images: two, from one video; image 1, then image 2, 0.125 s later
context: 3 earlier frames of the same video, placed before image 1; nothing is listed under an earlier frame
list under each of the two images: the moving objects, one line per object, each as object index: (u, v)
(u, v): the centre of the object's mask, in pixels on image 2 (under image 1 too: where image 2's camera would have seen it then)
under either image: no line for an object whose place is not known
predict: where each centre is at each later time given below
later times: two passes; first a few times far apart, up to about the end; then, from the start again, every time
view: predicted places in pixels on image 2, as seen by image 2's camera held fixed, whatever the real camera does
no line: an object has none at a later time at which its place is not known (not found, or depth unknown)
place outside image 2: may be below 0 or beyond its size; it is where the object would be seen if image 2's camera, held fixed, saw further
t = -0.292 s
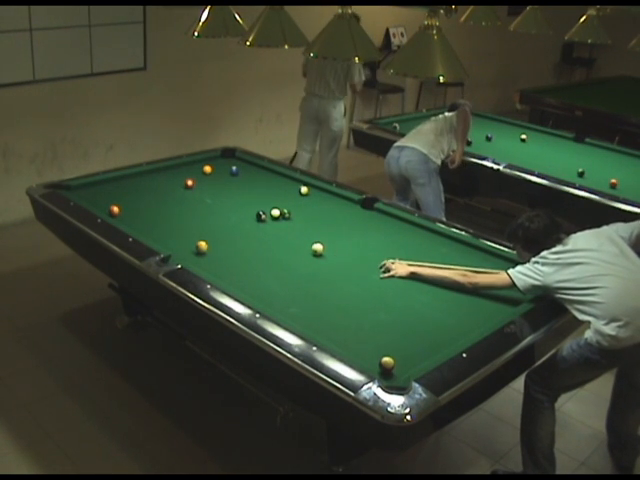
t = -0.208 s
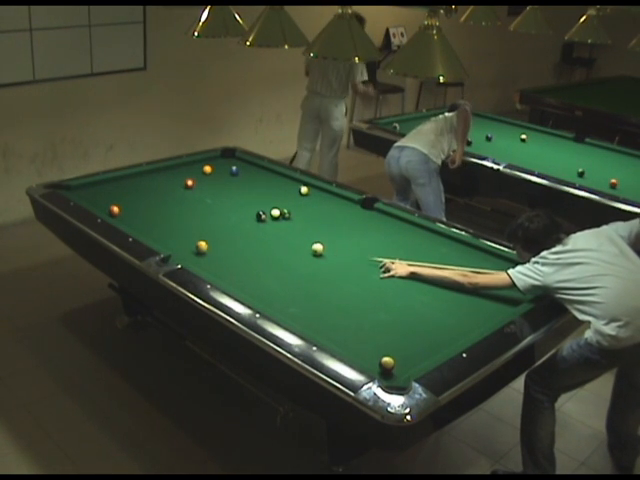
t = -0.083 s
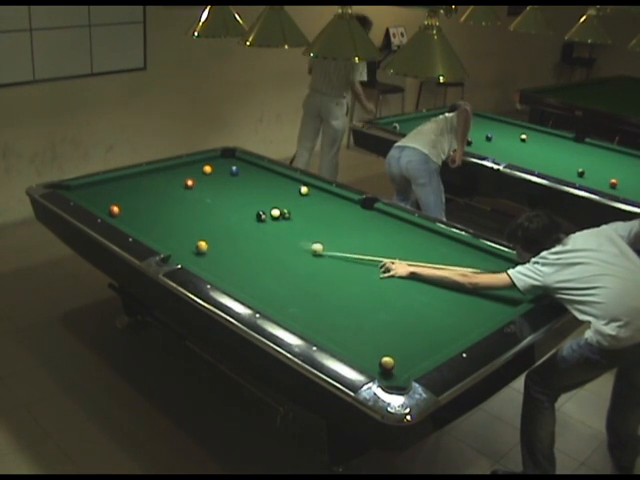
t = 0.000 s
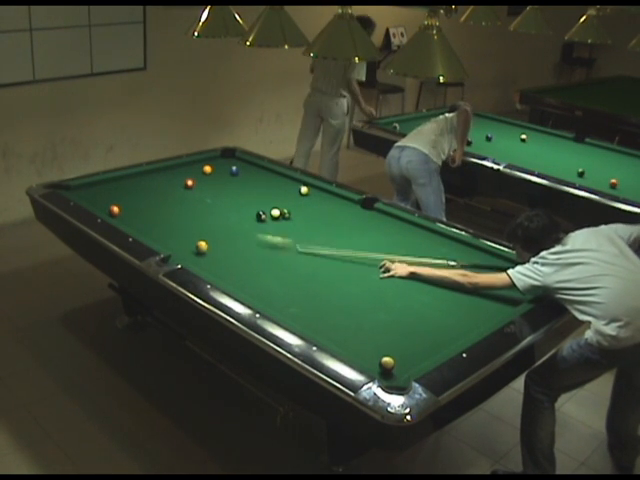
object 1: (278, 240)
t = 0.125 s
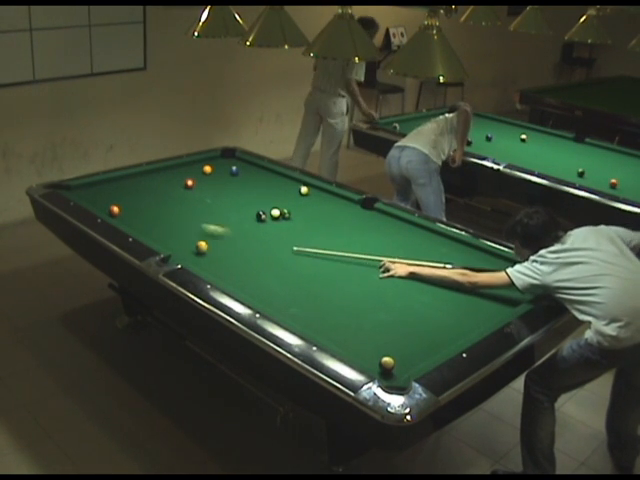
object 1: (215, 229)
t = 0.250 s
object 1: (166, 221)
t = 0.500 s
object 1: (114, 214)
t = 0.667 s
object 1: (116, 213)
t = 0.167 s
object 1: (198, 227)
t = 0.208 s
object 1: (182, 224)
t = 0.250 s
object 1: (166, 221)
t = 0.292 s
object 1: (153, 218)
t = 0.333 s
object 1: (140, 216)
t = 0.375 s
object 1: (129, 214)
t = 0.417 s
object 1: (121, 213)
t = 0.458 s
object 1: (117, 213)
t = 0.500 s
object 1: (114, 214)
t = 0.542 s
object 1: (111, 214)
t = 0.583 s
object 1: (113, 213)
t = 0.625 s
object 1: (115, 213)
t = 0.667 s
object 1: (116, 213)
